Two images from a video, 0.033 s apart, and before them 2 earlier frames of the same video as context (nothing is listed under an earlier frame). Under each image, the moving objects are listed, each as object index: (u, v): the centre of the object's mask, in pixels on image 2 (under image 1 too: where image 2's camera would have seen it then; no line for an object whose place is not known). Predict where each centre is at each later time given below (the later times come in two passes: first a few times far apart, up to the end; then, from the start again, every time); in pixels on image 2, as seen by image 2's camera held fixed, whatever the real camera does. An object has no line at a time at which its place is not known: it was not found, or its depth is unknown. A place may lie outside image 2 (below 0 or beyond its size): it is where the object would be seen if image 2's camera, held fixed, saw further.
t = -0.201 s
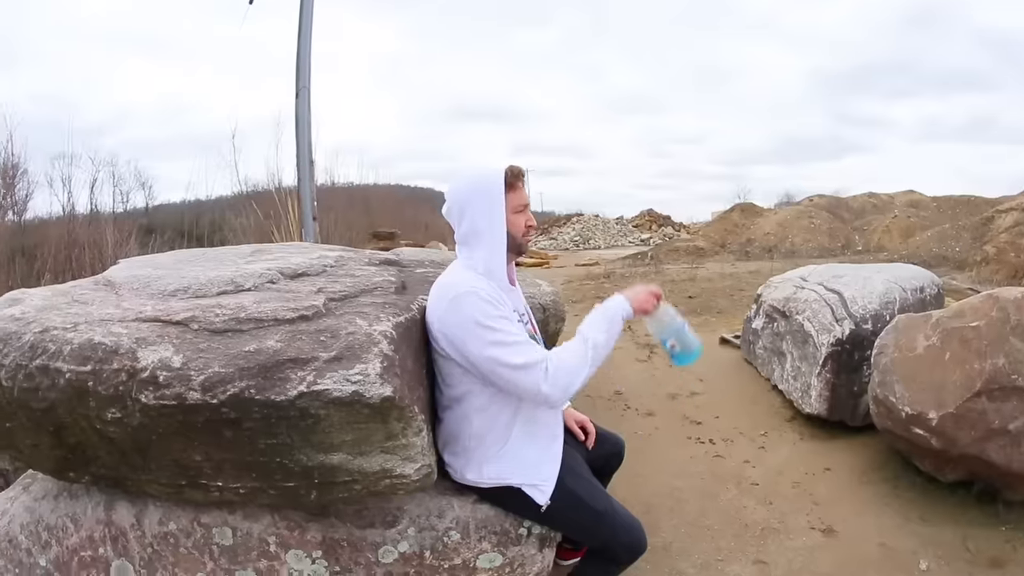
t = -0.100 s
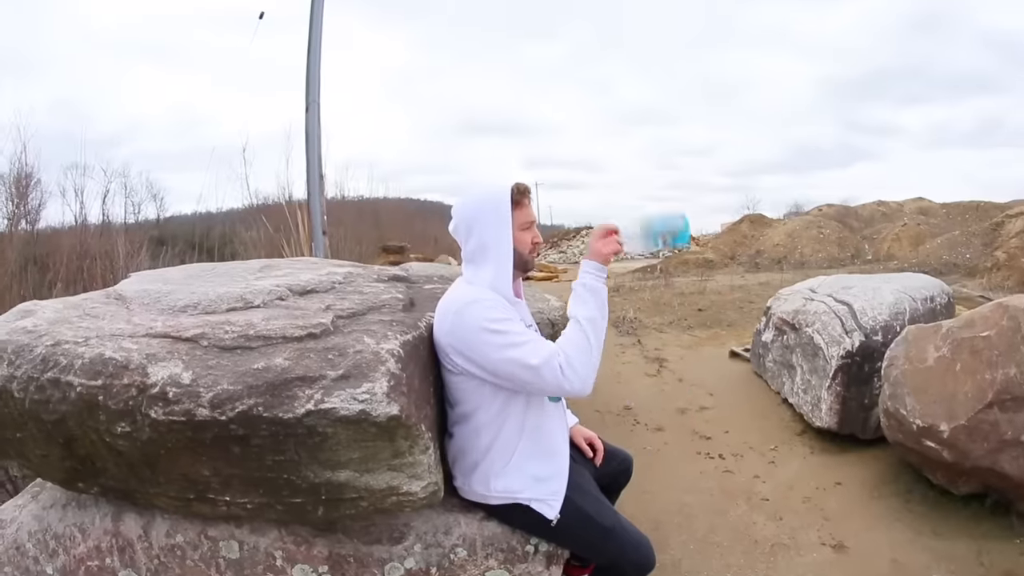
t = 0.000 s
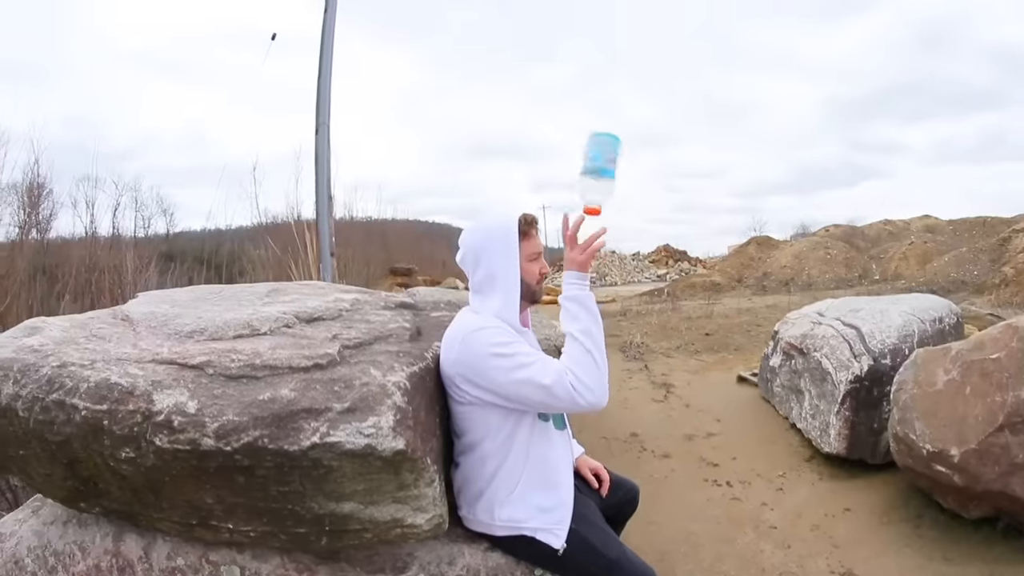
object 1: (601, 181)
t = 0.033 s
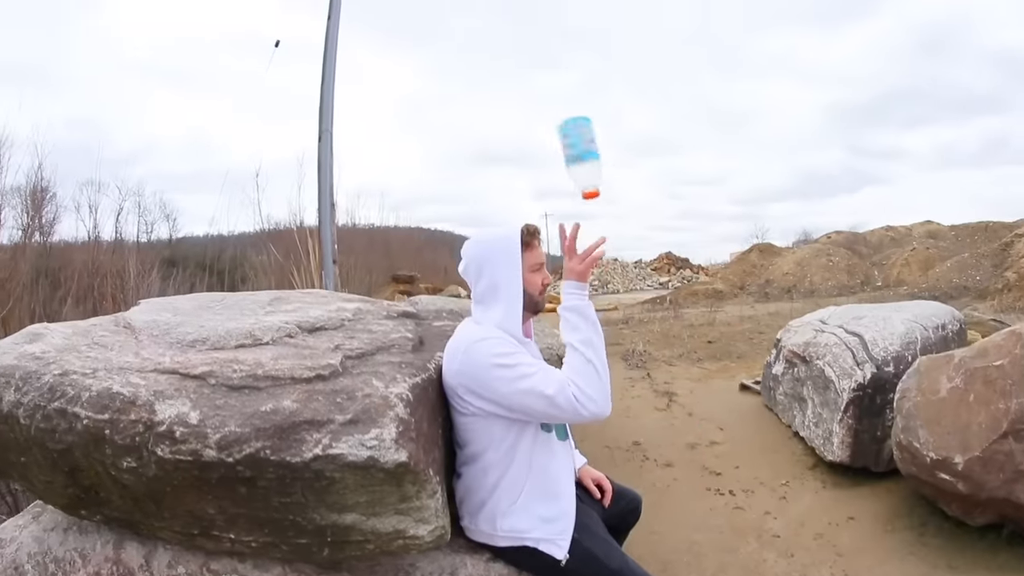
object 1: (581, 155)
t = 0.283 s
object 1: (408, 95)
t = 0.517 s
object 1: (264, 256)
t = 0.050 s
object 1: (571, 143)
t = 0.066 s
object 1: (560, 132)
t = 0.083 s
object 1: (549, 122)
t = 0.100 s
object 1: (538, 113)
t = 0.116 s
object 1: (526, 106)
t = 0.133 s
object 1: (514, 100)
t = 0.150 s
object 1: (502, 95)
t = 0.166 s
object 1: (490, 91)
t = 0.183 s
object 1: (478, 88)
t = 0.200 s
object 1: (466, 87)
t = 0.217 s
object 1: (455, 87)
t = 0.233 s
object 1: (442, 87)
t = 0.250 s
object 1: (431, 89)
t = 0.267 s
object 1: (419, 92)
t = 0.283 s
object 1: (408, 95)
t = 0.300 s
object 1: (397, 100)
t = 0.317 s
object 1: (386, 107)
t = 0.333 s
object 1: (375, 113)
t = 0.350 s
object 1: (364, 121)
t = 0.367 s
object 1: (352, 130)
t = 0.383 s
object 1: (341, 141)
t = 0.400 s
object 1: (331, 152)
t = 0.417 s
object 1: (321, 164)
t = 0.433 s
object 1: (312, 179)
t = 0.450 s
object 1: (303, 193)
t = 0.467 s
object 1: (291, 210)
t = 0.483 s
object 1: (281, 225)
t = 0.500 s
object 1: (273, 243)
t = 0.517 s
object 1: (264, 256)
